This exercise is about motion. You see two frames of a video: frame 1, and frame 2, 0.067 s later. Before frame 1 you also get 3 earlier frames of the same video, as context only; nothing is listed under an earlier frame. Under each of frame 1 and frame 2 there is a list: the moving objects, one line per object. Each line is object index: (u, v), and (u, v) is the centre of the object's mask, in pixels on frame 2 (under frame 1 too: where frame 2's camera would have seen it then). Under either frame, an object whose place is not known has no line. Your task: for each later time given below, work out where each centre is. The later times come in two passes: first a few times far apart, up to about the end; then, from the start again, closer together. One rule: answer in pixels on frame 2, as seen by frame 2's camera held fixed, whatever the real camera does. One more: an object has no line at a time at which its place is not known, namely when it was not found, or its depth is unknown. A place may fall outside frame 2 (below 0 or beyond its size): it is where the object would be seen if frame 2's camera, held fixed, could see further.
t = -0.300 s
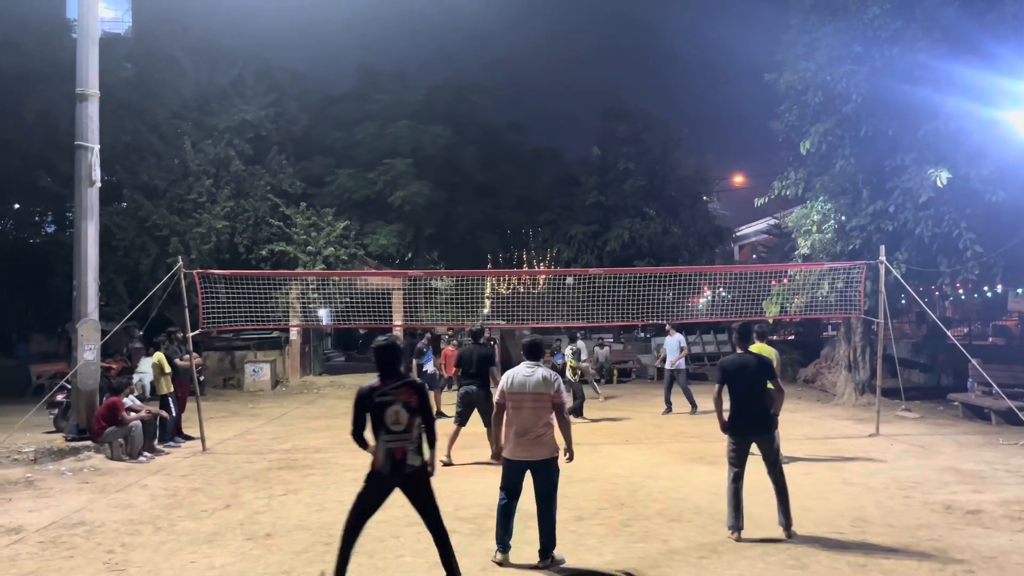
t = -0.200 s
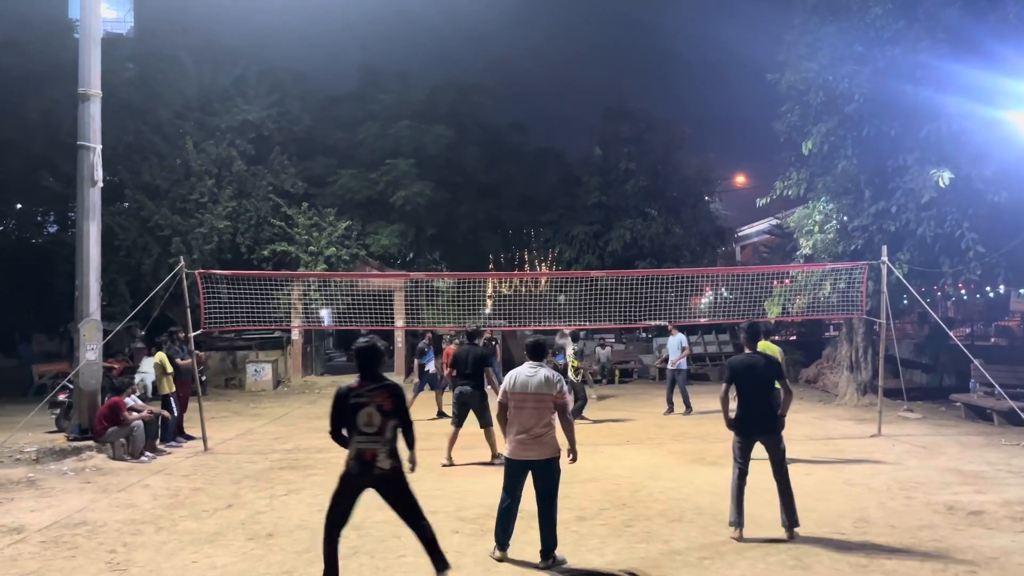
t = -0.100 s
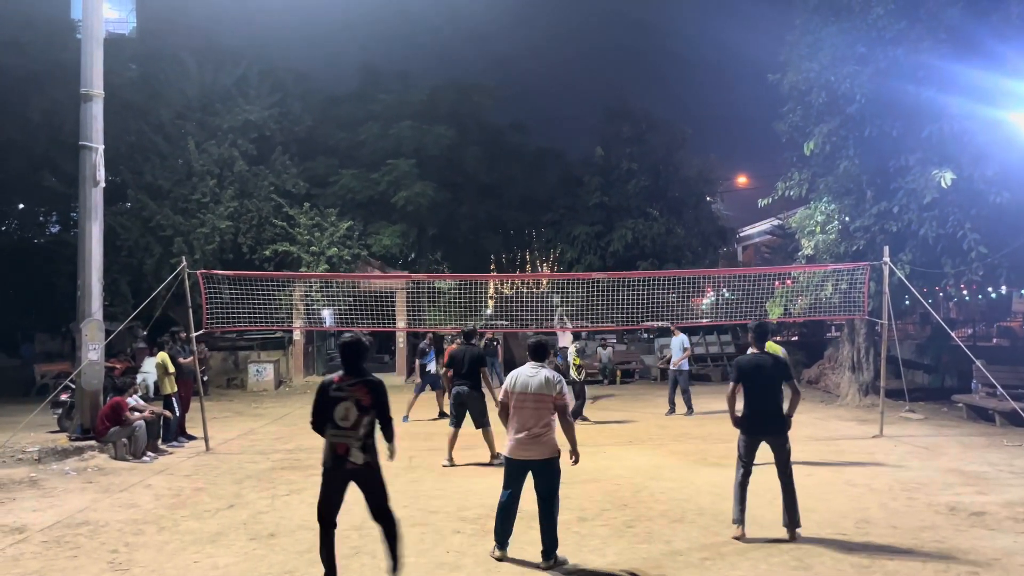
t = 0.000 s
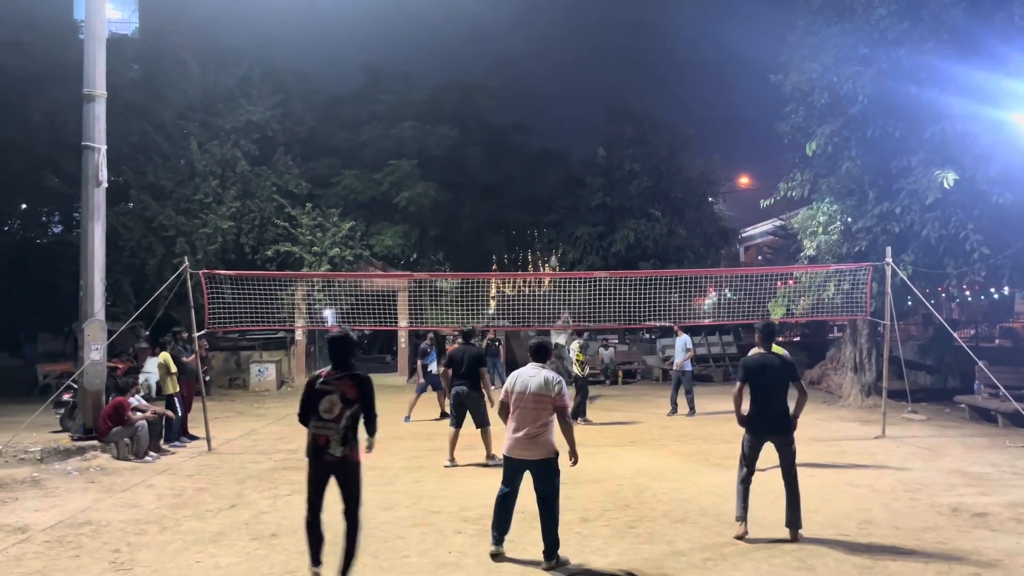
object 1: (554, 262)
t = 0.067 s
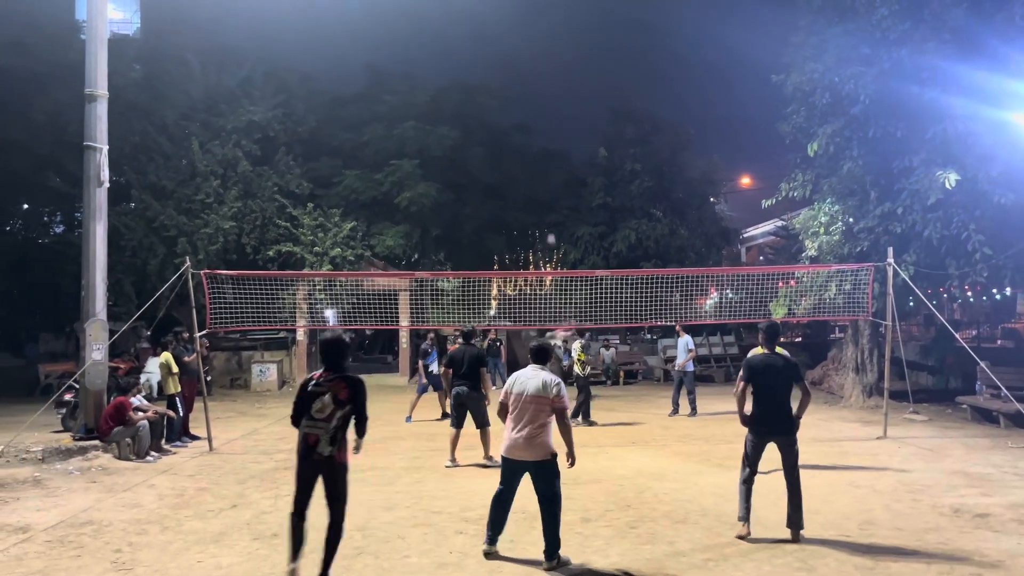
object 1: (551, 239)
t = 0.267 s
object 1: (538, 173)
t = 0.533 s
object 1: (516, 102)
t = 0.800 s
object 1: (501, 59)
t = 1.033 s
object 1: (474, 52)
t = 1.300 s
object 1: (434, 108)
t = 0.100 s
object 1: (549, 227)
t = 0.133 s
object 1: (547, 216)
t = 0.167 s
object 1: (544, 205)
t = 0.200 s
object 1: (543, 194)
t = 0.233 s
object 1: (541, 183)
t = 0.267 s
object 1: (538, 173)
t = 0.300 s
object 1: (536, 163)
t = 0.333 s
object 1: (534, 153)
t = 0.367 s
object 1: (531, 144)
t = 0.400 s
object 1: (530, 135)
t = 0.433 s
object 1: (528, 126)
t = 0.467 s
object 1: (528, 119)
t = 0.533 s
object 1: (516, 102)
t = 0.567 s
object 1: (515, 96)
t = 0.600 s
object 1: (510, 89)
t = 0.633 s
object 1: (509, 82)
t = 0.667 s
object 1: (510, 77)
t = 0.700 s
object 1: (506, 71)
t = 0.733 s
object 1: (506, 66)
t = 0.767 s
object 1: (500, 62)
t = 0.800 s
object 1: (501, 59)
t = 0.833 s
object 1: (496, 55)
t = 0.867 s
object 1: (495, 54)
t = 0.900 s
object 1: (490, 51)
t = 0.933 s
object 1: (486, 50)
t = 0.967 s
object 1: (481, 49)
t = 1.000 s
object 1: (479, 50)
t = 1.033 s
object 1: (474, 52)
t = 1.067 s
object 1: (470, 55)
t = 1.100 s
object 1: (464, 58)
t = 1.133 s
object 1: (460, 63)
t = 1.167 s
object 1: (454, 69)
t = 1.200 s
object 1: (449, 76)
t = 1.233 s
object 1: (445, 85)
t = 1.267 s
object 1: (439, 95)
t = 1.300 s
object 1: (434, 108)
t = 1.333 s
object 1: (428, 122)
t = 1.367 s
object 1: (420, 137)
